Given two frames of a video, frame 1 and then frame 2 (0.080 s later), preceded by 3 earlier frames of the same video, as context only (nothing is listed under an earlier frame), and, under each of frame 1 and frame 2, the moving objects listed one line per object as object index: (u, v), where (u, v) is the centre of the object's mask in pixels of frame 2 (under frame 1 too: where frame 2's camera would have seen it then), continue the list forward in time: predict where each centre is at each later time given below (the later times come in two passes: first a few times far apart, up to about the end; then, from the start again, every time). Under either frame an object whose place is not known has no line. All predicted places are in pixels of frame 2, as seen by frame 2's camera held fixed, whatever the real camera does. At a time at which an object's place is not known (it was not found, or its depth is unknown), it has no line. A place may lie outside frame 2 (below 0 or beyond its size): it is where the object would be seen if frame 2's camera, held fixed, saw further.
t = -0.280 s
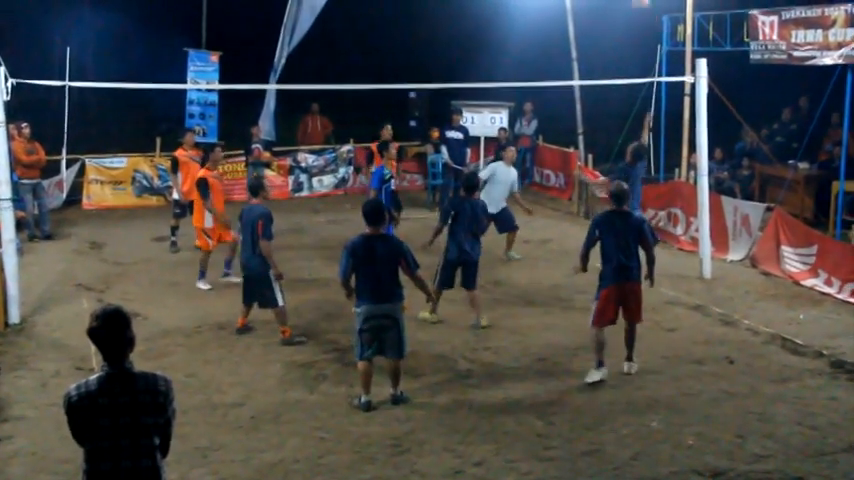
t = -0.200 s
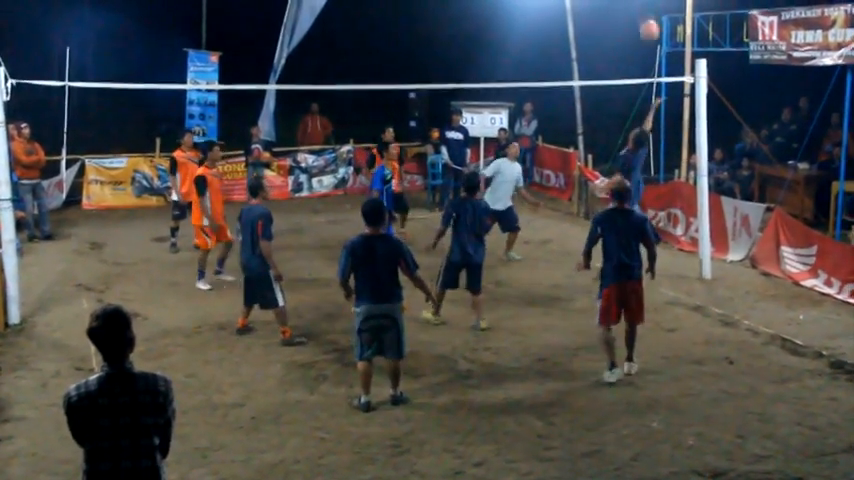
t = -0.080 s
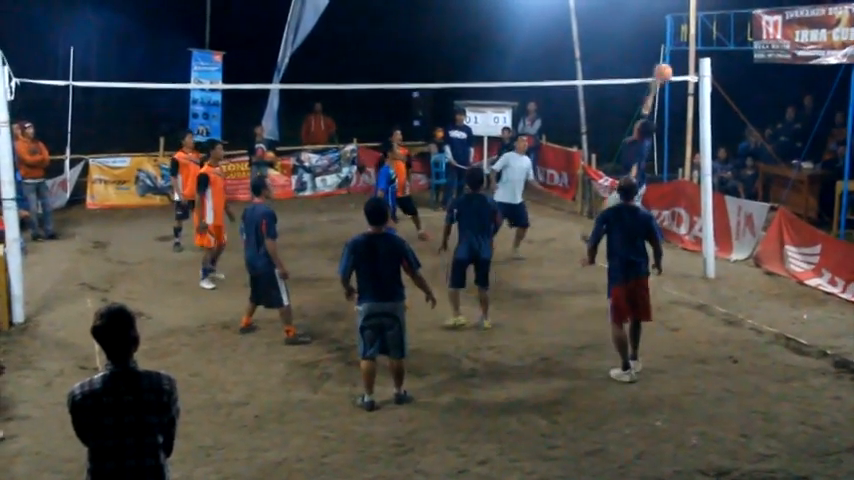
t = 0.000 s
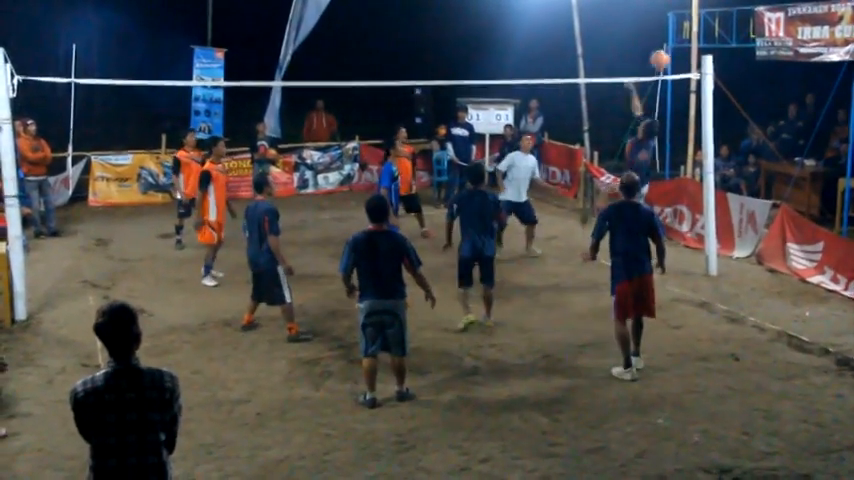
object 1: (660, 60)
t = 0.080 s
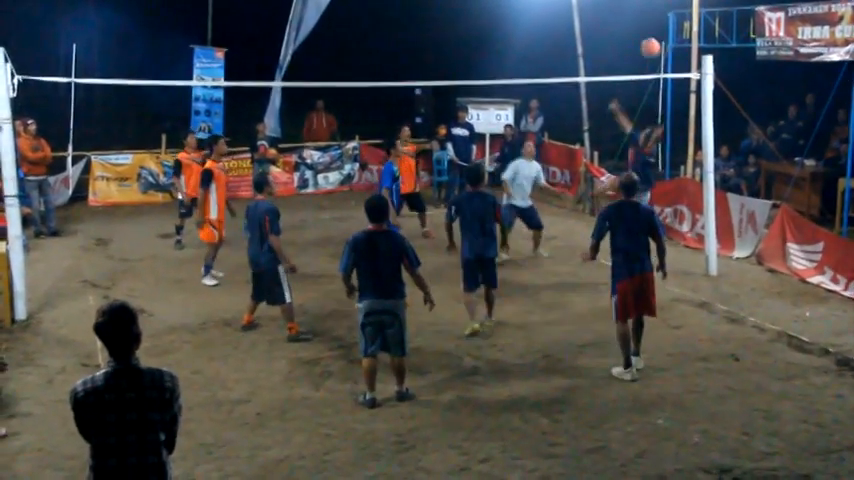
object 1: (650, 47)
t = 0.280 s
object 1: (627, 42)
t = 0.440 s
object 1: (609, 61)
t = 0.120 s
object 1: (645, 43)
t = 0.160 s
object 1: (641, 41)
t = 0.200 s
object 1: (636, 39)
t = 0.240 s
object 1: (632, 40)
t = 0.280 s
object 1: (627, 42)
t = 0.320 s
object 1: (623, 45)
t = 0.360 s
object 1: (618, 49)
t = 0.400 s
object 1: (614, 54)
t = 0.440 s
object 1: (609, 61)
